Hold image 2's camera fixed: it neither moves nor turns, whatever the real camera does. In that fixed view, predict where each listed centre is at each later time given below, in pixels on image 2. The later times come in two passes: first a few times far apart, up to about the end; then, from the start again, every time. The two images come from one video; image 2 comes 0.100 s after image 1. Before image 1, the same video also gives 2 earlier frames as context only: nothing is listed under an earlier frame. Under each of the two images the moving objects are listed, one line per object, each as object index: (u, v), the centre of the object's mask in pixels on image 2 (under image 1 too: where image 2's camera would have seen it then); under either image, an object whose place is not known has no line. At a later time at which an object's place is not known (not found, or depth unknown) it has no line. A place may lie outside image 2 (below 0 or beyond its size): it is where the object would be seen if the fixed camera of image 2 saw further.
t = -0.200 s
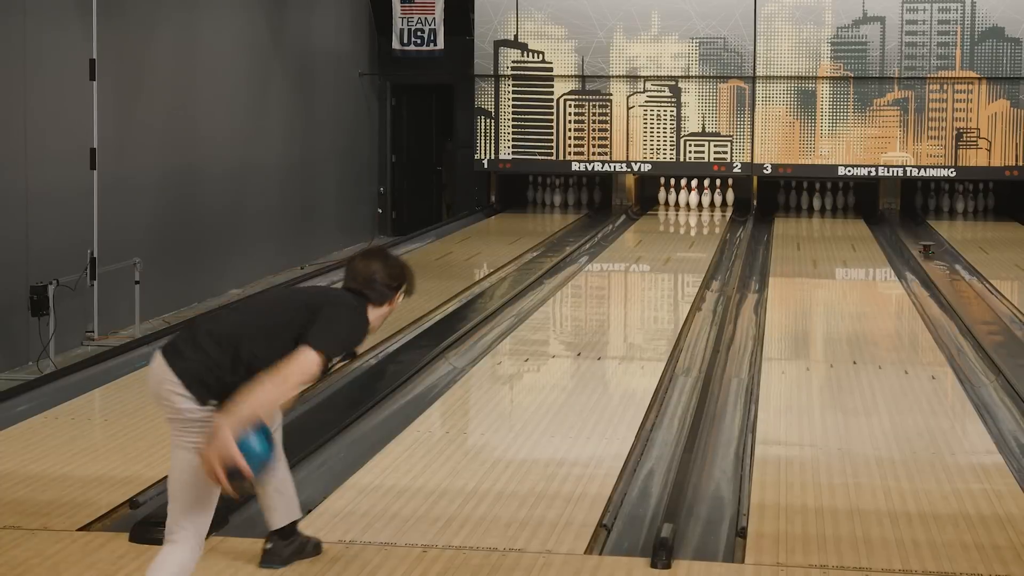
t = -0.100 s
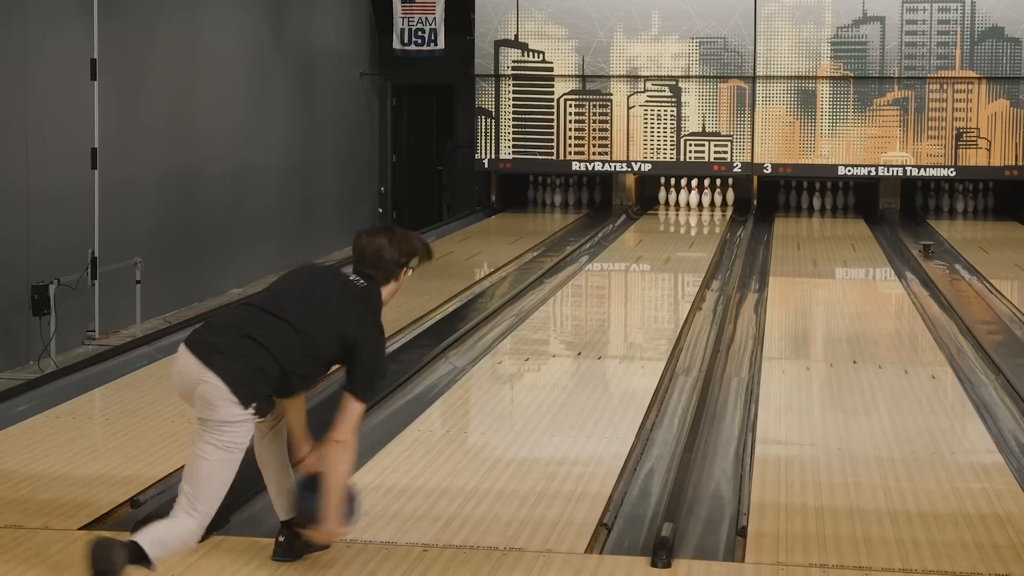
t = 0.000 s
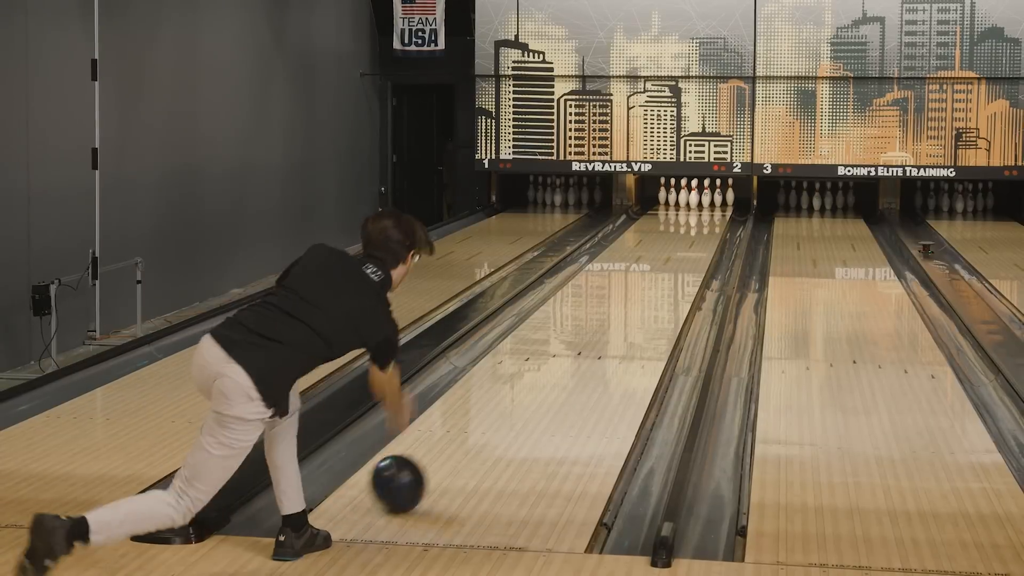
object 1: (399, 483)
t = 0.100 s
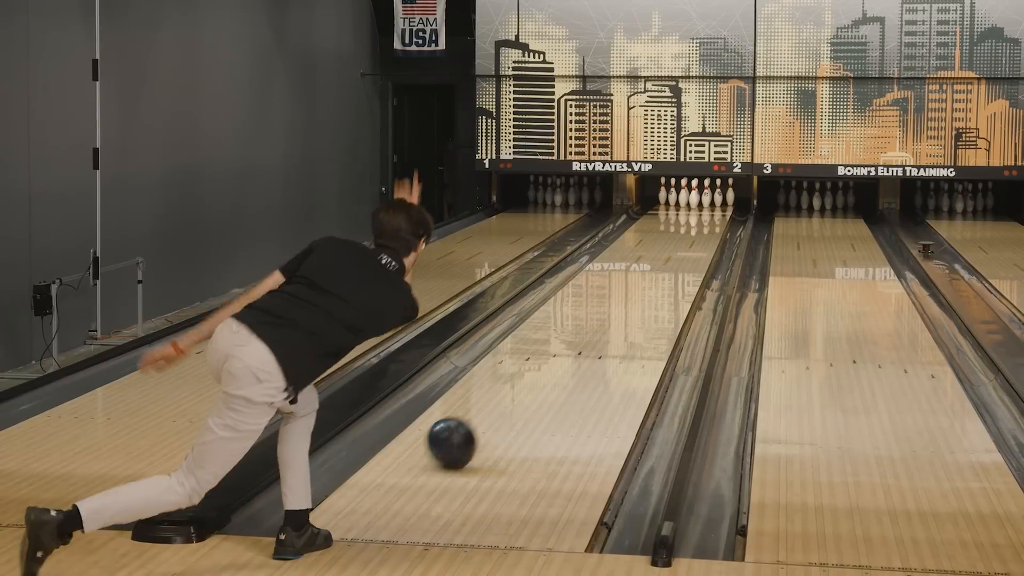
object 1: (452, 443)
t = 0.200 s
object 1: (494, 410)
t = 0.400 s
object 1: (559, 358)
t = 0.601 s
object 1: (605, 322)
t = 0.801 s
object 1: (640, 294)
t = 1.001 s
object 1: (666, 272)
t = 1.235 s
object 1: (688, 252)
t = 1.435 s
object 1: (701, 238)
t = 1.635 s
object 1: (708, 226)
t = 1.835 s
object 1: (709, 217)
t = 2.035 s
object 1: (706, 209)
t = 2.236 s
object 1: (696, 203)
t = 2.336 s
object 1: (694, 200)
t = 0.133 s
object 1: (467, 431)
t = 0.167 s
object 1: (481, 420)
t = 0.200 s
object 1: (494, 410)
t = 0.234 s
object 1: (507, 400)
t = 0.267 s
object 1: (519, 391)
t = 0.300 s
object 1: (530, 382)
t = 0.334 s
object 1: (540, 374)
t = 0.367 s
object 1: (550, 366)
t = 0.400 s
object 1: (559, 358)
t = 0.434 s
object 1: (568, 351)
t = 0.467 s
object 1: (577, 345)
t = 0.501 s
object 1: (584, 339)
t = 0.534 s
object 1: (592, 333)
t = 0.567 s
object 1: (598, 328)
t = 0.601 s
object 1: (605, 322)
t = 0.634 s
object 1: (612, 317)
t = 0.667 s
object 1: (618, 312)
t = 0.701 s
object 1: (624, 307)
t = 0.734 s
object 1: (630, 302)
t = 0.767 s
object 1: (635, 298)
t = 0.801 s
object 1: (640, 294)
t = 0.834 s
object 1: (644, 290)
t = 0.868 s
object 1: (649, 286)
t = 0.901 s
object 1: (654, 282)
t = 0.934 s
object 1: (658, 279)
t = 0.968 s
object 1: (662, 275)
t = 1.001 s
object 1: (666, 272)
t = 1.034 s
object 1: (669, 269)
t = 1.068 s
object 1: (673, 266)
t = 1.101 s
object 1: (676, 263)
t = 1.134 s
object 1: (680, 260)
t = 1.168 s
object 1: (683, 257)
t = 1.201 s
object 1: (685, 254)
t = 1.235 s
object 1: (688, 252)
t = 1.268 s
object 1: (691, 249)
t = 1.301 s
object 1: (693, 247)
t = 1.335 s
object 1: (695, 245)
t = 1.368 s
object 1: (697, 242)
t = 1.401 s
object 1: (699, 240)
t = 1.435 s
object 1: (701, 238)
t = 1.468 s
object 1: (703, 236)
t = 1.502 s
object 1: (704, 234)
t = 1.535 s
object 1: (705, 232)
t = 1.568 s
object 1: (706, 230)
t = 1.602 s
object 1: (707, 228)
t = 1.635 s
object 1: (708, 226)
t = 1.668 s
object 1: (709, 224)
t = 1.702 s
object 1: (710, 223)
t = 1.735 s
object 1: (709, 221)
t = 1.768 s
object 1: (710, 220)
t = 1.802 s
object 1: (710, 218)
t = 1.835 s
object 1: (709, 217)
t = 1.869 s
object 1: (709, 216)
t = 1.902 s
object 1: (709, 214)
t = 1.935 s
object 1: (708, 213)
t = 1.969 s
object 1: (707, 211)
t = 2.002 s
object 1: (707, 211)
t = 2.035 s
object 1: (706, 209)
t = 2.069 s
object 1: (704, 208)
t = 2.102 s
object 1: (703, 207)
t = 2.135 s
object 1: (701, 206)
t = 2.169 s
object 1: (700, 205)
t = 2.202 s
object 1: (698, 203)
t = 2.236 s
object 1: (696, 203)
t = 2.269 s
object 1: (696, 202)
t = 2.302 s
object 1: (696, 201)
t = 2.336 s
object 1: (694, 200)
